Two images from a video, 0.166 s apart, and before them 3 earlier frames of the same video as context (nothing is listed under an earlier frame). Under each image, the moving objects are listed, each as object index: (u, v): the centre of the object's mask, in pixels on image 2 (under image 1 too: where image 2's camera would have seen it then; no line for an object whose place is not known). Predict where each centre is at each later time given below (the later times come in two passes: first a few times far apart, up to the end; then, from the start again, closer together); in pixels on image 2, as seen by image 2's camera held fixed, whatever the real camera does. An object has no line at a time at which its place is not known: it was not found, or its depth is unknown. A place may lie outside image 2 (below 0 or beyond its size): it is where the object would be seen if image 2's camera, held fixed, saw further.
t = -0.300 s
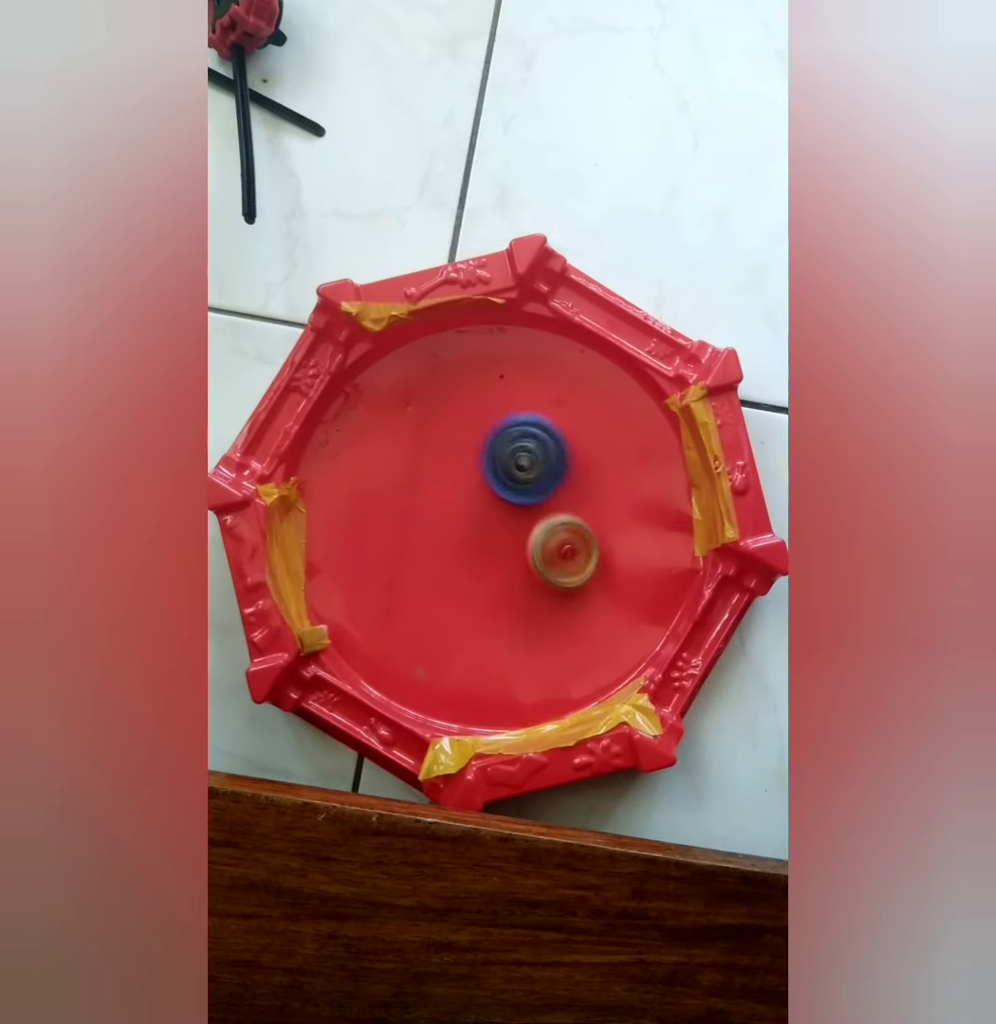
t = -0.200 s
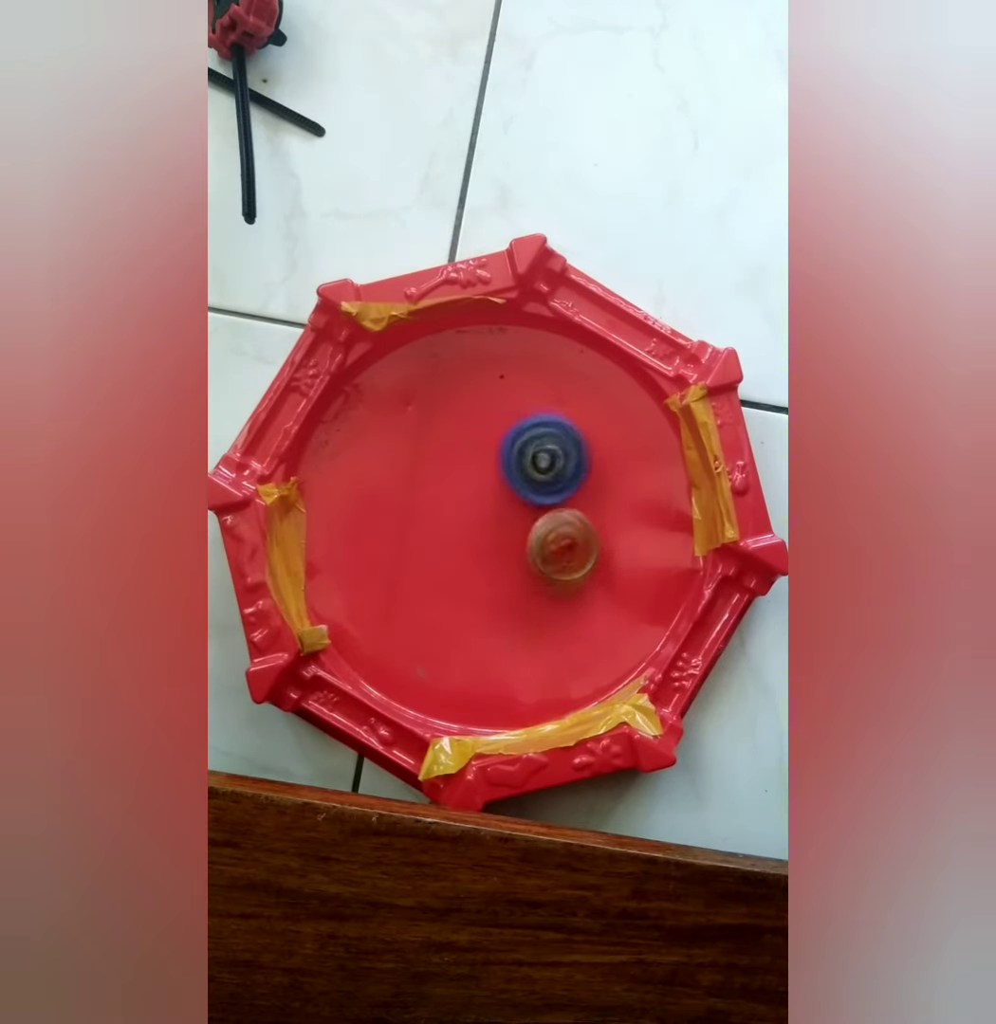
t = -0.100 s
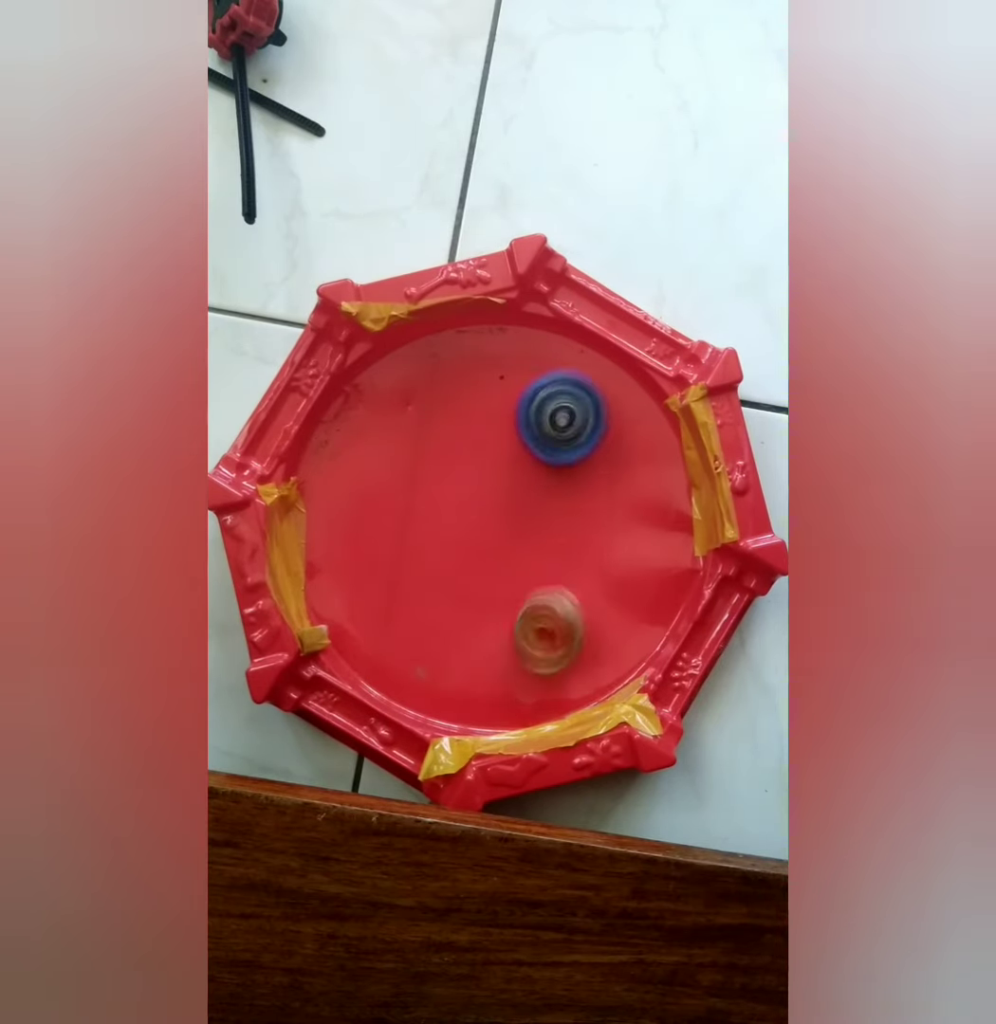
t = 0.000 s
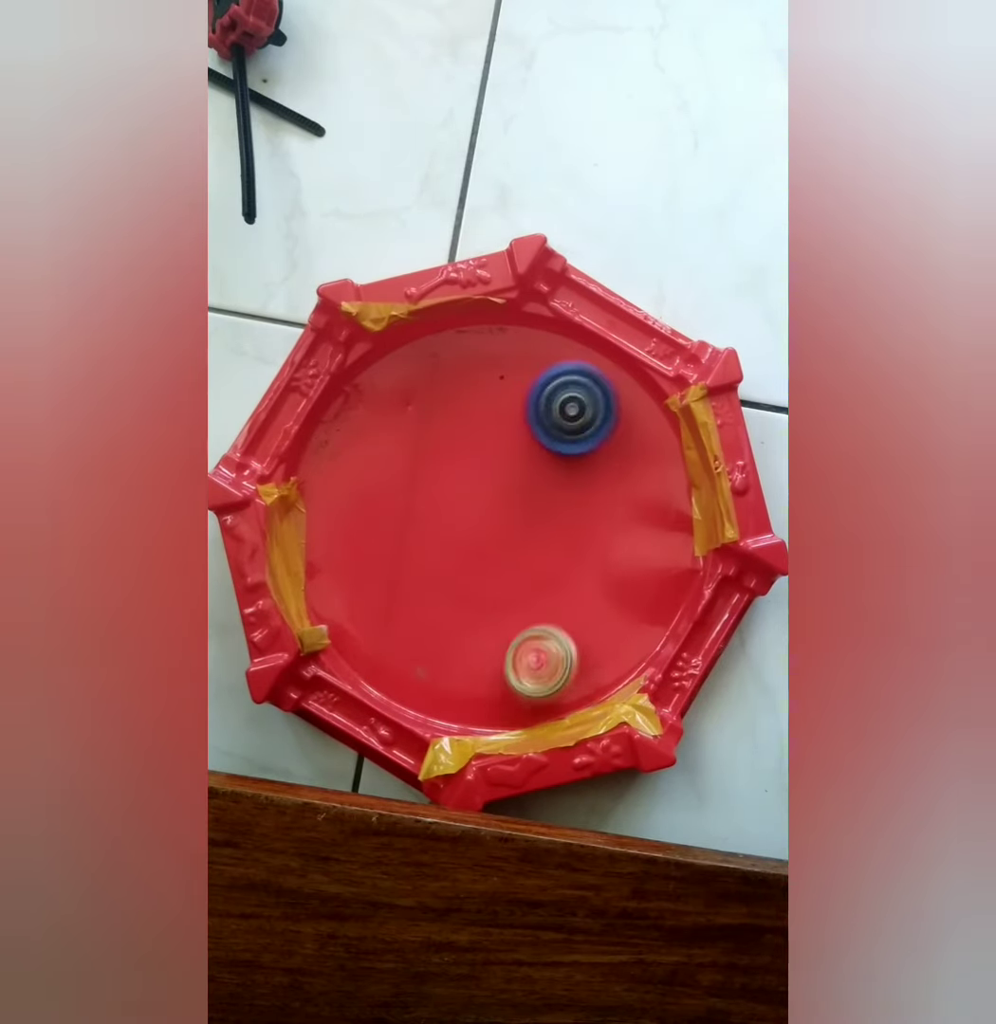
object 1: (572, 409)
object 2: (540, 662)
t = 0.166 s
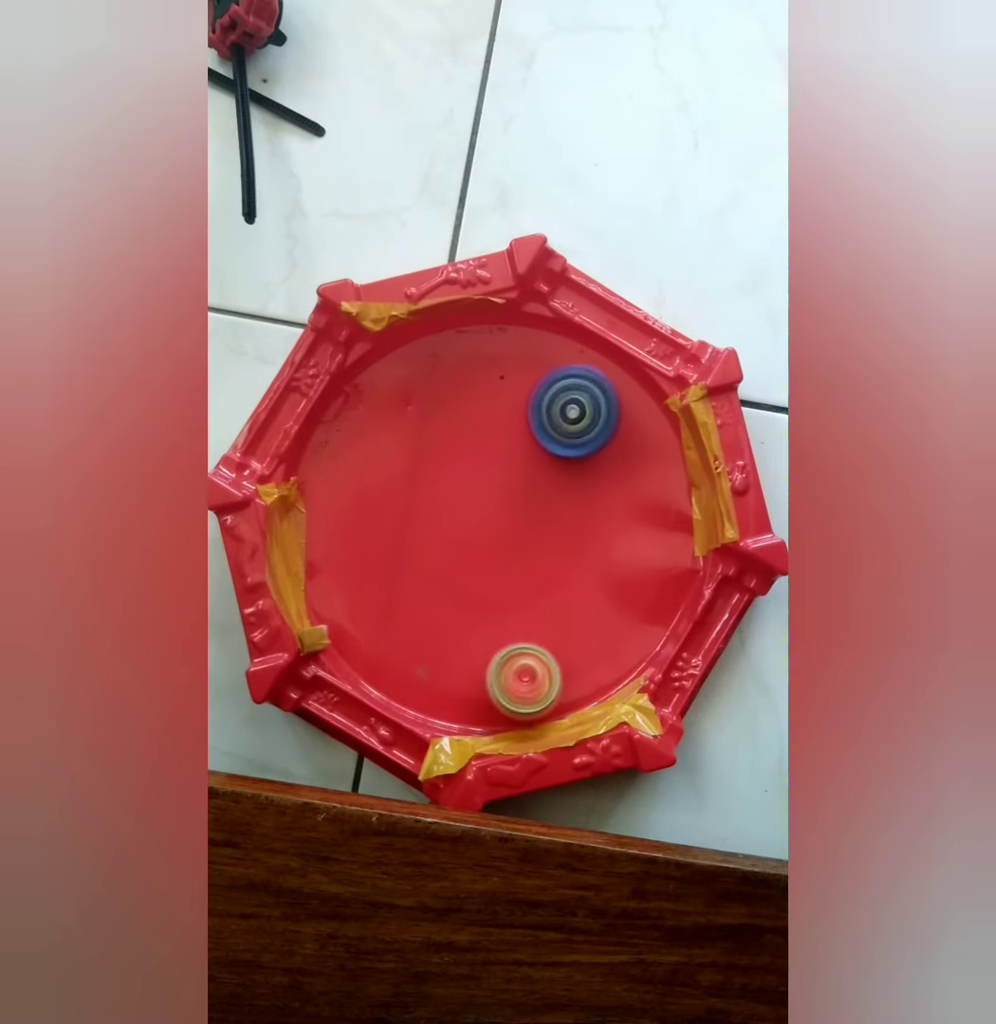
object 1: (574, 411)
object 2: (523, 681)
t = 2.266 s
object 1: (439, 509)
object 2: (594, 542)
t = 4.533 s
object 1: (452, 522)
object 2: (523, 450)
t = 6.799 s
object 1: (501, 565)
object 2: (480, 470)
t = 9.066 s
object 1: (577, 501)
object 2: (459, 492)
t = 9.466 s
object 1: (576, 523)
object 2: (464, 506)
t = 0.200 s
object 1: (572, 413)
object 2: (518, 679)
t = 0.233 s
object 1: (572, 415)
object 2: (514, 674)
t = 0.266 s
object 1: (571, 418)
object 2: (511, 668)
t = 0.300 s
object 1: (567, 423)
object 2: (509, 660)
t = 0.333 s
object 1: (564, 430)
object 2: (508, 652)
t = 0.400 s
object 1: (554, 444)
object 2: (508, 632)
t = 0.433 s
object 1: (547, 452)
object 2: (511, 623)
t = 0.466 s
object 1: (540, 459)
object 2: (513, 613)
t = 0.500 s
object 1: (532, 466)
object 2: (516, 604)
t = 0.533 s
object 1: (525, 473)
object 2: (521, 595)
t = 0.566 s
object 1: (519, 480)
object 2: (526, 588)
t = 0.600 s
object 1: (510, 484)
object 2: (533, 581)
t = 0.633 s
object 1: (502, 491)
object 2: (540, 575)
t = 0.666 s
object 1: (495, 496)
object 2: (549, 570)
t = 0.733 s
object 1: (478, 502)
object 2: (567, 565)
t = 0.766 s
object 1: (469, 505)
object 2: (576, 565)
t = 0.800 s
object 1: (460, 505)
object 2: (585, 566)
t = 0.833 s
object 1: (451, 507)
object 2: (594, 568)
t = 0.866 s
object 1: (443, 506)
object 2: (601, 569)
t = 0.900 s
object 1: (435, 505)
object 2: (607, 570)
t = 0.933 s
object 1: (427, 505)
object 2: (613, 571)
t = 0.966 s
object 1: (421, 504)
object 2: (616, 573)
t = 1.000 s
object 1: (417, 502)
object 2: (619, 575)
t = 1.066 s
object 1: (410, 498)
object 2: (617, 580)
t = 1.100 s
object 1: (411, 498)
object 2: (611, 582)
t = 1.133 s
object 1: (409, 498)
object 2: (605, 584)
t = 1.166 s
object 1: (409, 497)
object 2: (600, 585)
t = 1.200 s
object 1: (410, 495)
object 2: (595, 586)
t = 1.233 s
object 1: (410, 495)
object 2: (588, 586)
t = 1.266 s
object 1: (411, 495)
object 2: (581, 586)
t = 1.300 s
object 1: (412, 494)
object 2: (574, 583)
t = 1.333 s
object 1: (413, 494)
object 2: (568, 580)
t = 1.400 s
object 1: (420, 494)
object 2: (556, 570)
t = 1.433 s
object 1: (425, 496)
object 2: (550, 563)
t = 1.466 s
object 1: (432, 497)
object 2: (547, 555)
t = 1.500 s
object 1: (438, 498)
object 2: (545, 547)
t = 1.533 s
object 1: (444, 501)
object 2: (544, 540)
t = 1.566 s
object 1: (450, 502)
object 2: (544, 532)
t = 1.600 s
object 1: (456, 505)
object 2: (545, 525)
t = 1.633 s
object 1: (463, 509)
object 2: (547, 517)
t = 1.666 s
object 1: (468, 511)
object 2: (552, 512)
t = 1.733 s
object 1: (458, 512)
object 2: (588, 508)
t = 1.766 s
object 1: (455, 513)
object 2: (603, 508)
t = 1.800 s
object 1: (453, 515)
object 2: (613, 509)
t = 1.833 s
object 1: (450, 515)
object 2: (623, 511)
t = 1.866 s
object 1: (448, 515)
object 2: (630, 512)
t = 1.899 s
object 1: (447, 515)
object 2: (638, 516)
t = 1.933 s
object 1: (443, 516)
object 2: (642, 521)
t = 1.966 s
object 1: (442, 515)
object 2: (644, 526)
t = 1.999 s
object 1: (442, 514)
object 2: (645, 532)
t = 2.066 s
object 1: (439, 513)
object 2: (644, 543)
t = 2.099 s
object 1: (439, 511)
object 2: (641, 547)
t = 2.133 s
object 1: (439, 512)
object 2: (635, 549)
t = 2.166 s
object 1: (438, 512)
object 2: (627, 549)
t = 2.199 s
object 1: (438, 511)
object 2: (615, 548)
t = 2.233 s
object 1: (437, 510)
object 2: (605, 545)
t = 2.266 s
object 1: (439, 509)
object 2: (594, 542)
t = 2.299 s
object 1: (440, 509)
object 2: (585, 538)
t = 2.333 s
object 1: (440, 510)
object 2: (575, 533)
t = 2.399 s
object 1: (442, 509)
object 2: (560, 517)
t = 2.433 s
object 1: (444, 510)
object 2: (556, 507)
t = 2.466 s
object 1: (446, 510)
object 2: (553, 497)
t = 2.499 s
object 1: (447, 511)
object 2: (552, 486)
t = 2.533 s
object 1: (451, 513)
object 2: (553, 477)
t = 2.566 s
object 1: (451, 516)
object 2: (556, 469)
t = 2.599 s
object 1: (452, 517)
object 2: (559, 461)
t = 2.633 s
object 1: (454, 519)
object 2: (564, 454)
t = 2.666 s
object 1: (454, 521)
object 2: (569, 448)
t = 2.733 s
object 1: (453, 523)
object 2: (581, 441)
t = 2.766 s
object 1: (454, 525)
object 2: (588, 441)
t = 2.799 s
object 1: (453, 527)
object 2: (594, 442)
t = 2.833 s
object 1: (452, 527)
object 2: (598, 444)
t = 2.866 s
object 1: (452, 527)
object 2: (602, 448)
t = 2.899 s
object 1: (452, 528)
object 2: (605, 454)
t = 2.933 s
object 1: (451, 529)
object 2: (606, 460)
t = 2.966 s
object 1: (449, 529)
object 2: (605, 467)
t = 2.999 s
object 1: (449, 528)
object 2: (603, 473)
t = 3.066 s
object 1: (448, 527)
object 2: (594, 487)
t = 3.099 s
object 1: (447, 527)
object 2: (588, 492)
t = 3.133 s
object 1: (446, 527)
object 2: (580, 497)
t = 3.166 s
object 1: (446, 525)
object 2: (572, 500)
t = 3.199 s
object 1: (446, 524)
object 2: (564, 501)
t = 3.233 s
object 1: (446, 524)
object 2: (556, 501)
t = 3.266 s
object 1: (446, 524)
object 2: (548, 500)
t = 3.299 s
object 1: (447, 524)
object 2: (540, 497)
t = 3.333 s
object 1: (447, 522)
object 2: (533, 493)
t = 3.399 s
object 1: (450, 522)
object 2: (525, 479)
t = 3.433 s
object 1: (451, 522)
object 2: (522, 473)
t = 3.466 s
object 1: (452, 522)
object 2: (521, 464)
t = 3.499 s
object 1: (453, 522)
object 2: (521, 458)
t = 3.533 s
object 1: (455, 522)
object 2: (522, 451)
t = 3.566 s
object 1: (455, 523)
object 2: (525, 446)
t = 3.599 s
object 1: (456, 524)
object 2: (527, 442)
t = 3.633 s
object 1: (456, 524)
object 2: (532, 438)
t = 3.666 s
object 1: (457, 525)
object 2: (535, 437)
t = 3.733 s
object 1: (457, 527)
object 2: (542, 436)
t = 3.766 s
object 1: (458, 528)
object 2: (545, 438)
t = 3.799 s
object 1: (457, 528)
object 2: (548, 441)
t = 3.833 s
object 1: (457, 529)
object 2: (549, 445)
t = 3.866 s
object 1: (457, 529)
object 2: (549, 449)
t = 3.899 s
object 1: (456, 530)
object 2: (548, 454)
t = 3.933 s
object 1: (456, 530)
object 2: (545, 461)
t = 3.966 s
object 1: (454, 529)
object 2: (542, 466)
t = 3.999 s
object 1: (454, 529)
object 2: (538, 470)
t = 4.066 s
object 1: (454, 528)
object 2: (528, 477)
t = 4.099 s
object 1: (452, 528)
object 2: (524, 478)
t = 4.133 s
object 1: (448, 528)
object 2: (526, 476)
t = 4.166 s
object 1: (446, 525)
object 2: (526, 475)
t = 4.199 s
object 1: (447, 524)
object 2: (525, 474)
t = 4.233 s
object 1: (448, 524)
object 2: (521, 471)
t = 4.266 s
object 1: (448, 526)
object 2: (520, 465)
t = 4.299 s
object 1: (447, 525)
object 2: (520, 461)
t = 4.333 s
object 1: (446, 524)
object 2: (520, 459)
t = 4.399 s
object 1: (450, 522)
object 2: (519, 457)
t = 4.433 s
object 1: (451, 523)
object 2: (519, 453)
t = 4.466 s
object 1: (451, 523)
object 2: (520, 452)
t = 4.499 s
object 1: (451, 522)
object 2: (521, 450)
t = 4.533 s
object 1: (452, 522)
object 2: (523, 450)
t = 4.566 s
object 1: (454, 522)
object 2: (523, 450)
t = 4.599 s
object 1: (455, 523)
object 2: (523, 450)
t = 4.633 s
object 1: (455, 523)
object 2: (523, 452)
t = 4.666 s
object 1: (455, 524)
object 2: (521, 452)
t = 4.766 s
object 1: (456, 524)
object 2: (520, 455)
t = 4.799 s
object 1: (458, 525)
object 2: (517, 459)
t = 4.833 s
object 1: (457, 526)
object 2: (515, 461)
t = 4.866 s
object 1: (457, 527)
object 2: (513, 463)
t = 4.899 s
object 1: (450, 529)
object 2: (515, 462)
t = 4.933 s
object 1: (442, 533)
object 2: (522, 458)
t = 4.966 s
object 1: (434, 536)
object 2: (526, 459)
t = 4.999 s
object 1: (426, 539)
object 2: (526, 462)
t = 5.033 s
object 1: (420, 540)
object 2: (523, 465)
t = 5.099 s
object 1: (406, 544)
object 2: (519, 463)
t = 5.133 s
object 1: (401, 543)
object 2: (521, 463)
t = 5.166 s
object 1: (395, 543)
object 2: (522, 464)
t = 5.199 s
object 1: (392, 541)
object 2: (521, 466)
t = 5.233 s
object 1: (391, 539)
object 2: (516, 468)
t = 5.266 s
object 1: (389, 538)
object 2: (512, 468)
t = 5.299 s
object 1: (388, 536)
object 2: (510, 466)
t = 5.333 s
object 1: (390, 535)
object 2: (510, 465)
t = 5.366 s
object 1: (392, 534)
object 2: (510, 465)
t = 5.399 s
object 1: (393, 532)
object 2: (510, 465)
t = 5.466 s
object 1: (401, 528)
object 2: (504, 464)
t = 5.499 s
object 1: (405, 528)
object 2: (503, 461)
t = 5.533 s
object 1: (412, 527)
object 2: (504, 458)
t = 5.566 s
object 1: (420, 528)
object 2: (506, 458)
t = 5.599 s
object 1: (427, 529)
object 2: (506, 460)
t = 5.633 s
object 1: (434, 531)
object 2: (504, 462)
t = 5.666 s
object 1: (440, 534)
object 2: (501, 461)
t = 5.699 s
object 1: (448, 536)
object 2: (500, 460)
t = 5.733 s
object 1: (454, 539)
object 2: (501, 459)
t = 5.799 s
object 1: (466, 549)
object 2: (504, 459)
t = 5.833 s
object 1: (471, 557)
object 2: (503, 463)
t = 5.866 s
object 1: (474, 564)
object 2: (500, 464)
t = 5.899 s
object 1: (476, 570)
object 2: (497, 464)
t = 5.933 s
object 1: (478, 576)
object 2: (497, 463)
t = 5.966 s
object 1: (480, 583)
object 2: (497, 462)
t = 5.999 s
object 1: (480, 592)
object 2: (499, 463)
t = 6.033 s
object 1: (478, 598)
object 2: (498, 464)
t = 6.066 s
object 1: (477, 605)
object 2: (496, 465)
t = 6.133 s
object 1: (473, 616)
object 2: (490, 464)
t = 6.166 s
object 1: (472, 620)
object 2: (490, 461)
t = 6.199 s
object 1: (470, 623)
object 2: (493, 460)
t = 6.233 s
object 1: (467, 623)
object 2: (494, 461)
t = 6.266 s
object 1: (467, 625)
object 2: (494, 464)
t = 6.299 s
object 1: (465, 624)
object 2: (491, 466)
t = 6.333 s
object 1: (465, 622)
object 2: (487, 465)
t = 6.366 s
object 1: (465, 621)
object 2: (485, 463)
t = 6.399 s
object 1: (463, 619)
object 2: (486, 461)
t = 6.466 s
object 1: (462, 611)
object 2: (490, 463)
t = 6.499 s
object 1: (463, 608)
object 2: (490, 465)
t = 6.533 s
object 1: (463, 602)
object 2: (487, 468)
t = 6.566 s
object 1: (465, 595)
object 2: (483, 468)
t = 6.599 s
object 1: (469, 589)
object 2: (480, 467)
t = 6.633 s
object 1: (473, 584)
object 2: (480, 465)
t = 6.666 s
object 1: (477, 579)
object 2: (482, 463)
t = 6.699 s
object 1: (482, 574)
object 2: (485, 463)
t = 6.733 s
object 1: (488, 570)
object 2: (486, 465)
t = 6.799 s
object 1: (501, 565)
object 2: (480, 470)
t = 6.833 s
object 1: (507, 563)
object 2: (476, 468)
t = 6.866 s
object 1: (515, 562)
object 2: (475, 465)
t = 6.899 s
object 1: (521, 561)
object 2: (477, 463)
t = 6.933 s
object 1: (529, 563)
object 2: (479, 462)
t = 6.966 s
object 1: (535, 565)
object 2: (482, 464)
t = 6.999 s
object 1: (541, 567)
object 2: (483, 466)
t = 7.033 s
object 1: (547, 571)
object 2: (480, 471)
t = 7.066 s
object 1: (553, 575)
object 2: (475, 473)
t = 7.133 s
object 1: (562, 585)
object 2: (468, 468)
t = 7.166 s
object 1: (566, 590)
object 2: (469, 465)
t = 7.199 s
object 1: (569, 594)
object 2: (472, 464)
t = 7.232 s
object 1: (571, 598)
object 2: (473, 466)
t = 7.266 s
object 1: (572, 600)
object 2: (474, 468)
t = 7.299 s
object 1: (574, 603)
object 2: (472, 471)
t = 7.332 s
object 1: (573, 604)
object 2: (469, 473)
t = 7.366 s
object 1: (571, 604)
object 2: (465, 472)
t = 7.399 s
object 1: (572, 604)
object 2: (462, 470)
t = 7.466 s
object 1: (570, 604)
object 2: (465, 465)
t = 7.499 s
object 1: (568, 603)
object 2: (467, 465)
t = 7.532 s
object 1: (566, 599)
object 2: (470, 467)
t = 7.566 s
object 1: (564, 597)
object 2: (471, 470)
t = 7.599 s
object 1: (561, 593)
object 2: (469, 475)
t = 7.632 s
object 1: (559, 588)
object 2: (465, 477)
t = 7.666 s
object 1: (557, 583)
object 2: (460, 477)
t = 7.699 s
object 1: (556, 577)
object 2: (458, 474)
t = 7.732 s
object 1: (555, 572)
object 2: (458, 474)
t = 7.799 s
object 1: (557, 562)
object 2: (462, 472)
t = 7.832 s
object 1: (558, 556)
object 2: (464, 474)
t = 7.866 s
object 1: (562, 552)
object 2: (464, 475)
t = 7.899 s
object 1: (565, 548)
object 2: (463, 479)
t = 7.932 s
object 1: (569, 544)
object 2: (461, 482)
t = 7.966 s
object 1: (574, 541)
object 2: (457, 483)
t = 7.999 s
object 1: (578, 539)
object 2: (454, 482)
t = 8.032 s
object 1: (582, 538)
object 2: (451, 480)
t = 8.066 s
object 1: (586, 537)
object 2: (452, 478)
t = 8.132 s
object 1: (594, 538)
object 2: (456, 475)
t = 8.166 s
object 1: (597, 537)
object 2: (459, 476)
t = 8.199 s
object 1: (598, 539)
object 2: (462, 477)
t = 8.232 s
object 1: (598, 539)
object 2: (463, 482)
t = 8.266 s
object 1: (599, 538)
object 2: (459, 487)
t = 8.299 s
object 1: (597, 537)
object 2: (456, 489)
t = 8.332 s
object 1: (598, 537)
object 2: (452, 489)
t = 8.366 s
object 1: (597, 537)
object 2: (448, 486)
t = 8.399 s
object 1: (596, 537)
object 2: (449, 483)
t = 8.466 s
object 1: (588, 538)
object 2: (453, 481)
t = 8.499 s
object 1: (585, 538)
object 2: (456, 482)
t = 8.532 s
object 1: (580, 538)
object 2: (457, 483)
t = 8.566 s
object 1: (576, 536)
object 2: (459, 485)
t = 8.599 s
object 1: (573, 534)
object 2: (460, 490)
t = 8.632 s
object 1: (571, 531)
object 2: (459, 495)
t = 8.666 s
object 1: (568, 529)
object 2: (455, 499)
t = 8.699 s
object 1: (566, 525)
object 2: (451, 497)
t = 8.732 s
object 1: (564, 522)
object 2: (450, 495)
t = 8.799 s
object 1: (563, 515)
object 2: (451, 492)
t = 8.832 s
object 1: (565, 512)
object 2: (451, 491)
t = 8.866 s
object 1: (566, 509)
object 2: (452, 490)
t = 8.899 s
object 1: (569, 506)
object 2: (453, 490)
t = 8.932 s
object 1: (571, 504)
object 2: (454, 490)
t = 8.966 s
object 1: (572, 502)
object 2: (455, 491)
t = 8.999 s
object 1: (575, 502)
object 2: (458, 491)
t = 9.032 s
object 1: (576, 502)
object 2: (458, 491)
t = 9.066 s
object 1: (577, 501)
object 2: (459, 492)
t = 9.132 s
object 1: (577, 502)
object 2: (459, 495)
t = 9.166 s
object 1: (577, 502)
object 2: (458, 496)
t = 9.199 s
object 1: (576, 503)
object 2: (459, 497)
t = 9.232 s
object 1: (577, 506)
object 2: (461, 497)
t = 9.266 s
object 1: (576, 509)
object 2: (462, 498)
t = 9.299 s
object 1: (572, 509)
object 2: (464, 499)
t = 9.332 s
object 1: (571, 511)
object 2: (469, 501)
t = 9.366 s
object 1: (568, 512)
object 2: (473, 505)
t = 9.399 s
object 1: (566, 512)
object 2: (477, 507)
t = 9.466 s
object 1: (576, 523)
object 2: (464, 506)
